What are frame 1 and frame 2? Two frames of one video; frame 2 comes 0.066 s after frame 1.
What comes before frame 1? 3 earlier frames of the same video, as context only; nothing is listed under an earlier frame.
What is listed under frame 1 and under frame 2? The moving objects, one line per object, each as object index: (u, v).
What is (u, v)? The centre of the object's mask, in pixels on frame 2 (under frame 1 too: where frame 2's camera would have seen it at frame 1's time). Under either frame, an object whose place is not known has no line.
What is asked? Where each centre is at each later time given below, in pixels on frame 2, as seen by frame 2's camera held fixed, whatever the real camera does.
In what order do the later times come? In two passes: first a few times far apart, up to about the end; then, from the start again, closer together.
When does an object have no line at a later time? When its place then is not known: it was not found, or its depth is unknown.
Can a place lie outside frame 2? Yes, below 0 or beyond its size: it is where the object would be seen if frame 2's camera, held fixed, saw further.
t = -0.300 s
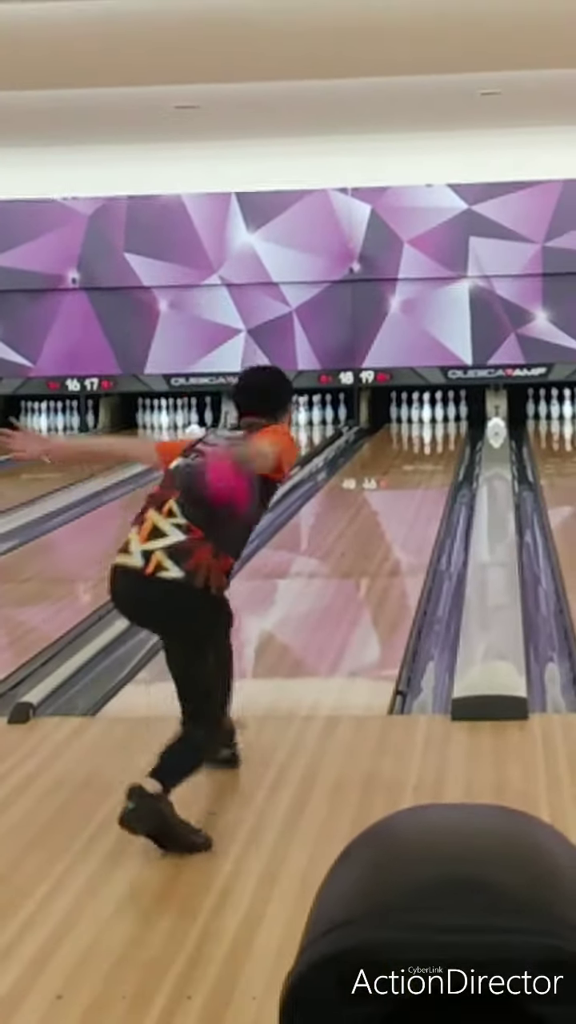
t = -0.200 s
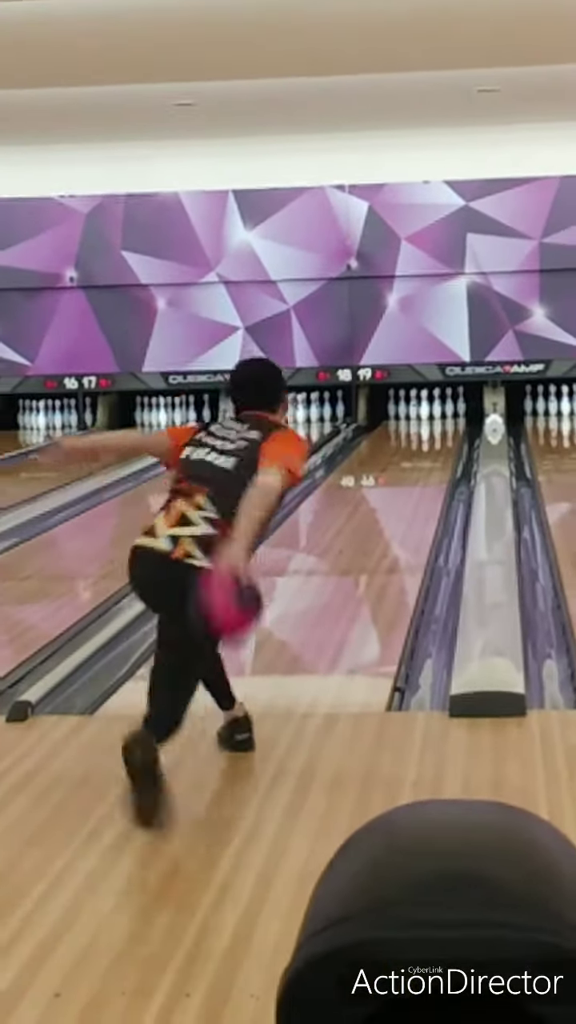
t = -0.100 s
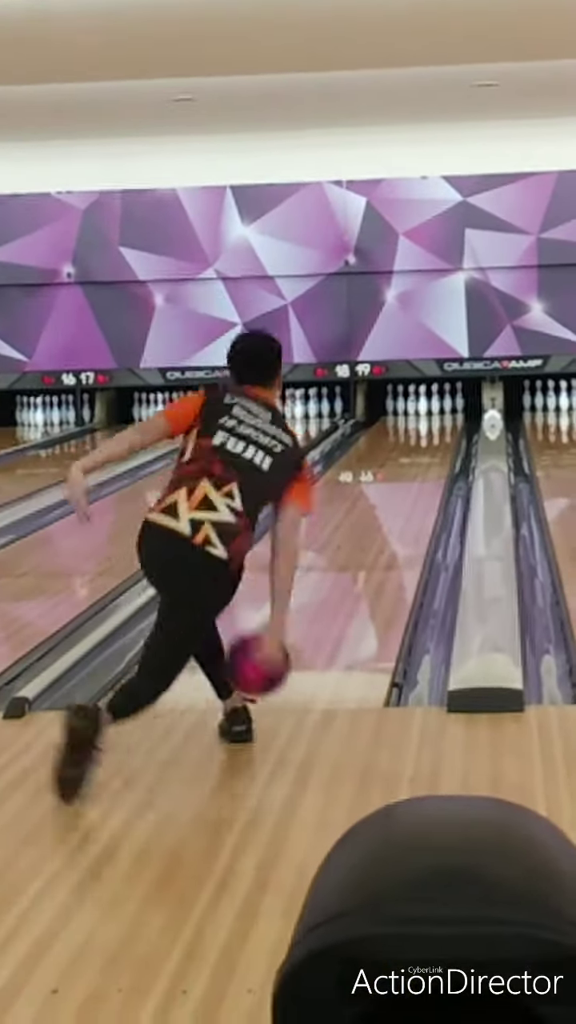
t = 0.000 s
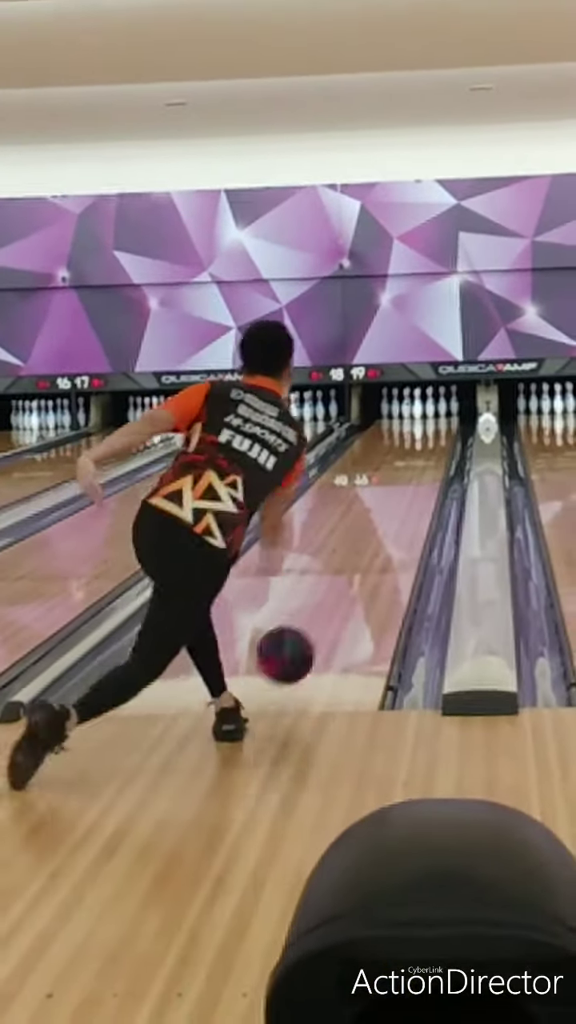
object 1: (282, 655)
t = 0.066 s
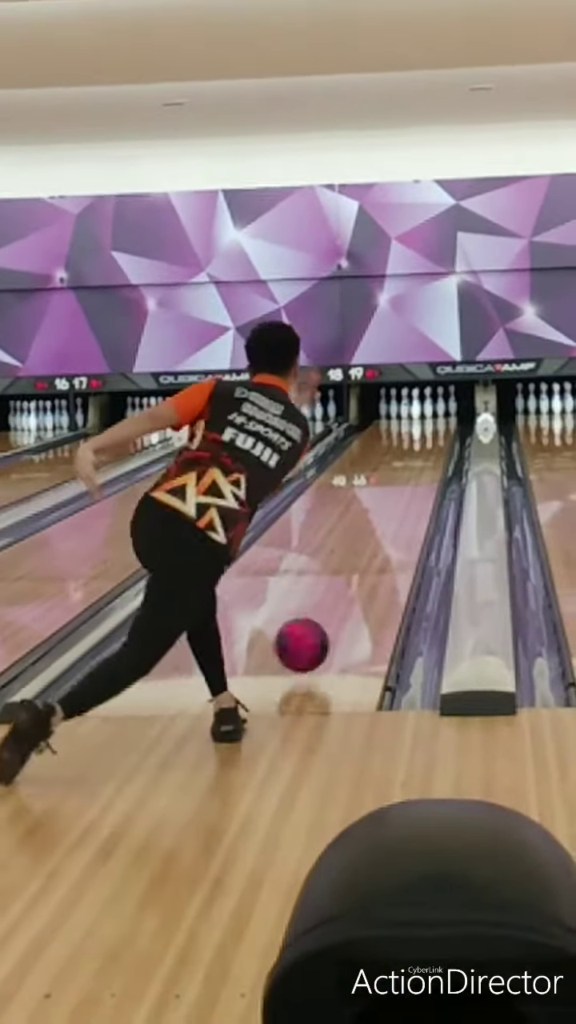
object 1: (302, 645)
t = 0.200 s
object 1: (331, 610)
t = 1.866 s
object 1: (429, 430)
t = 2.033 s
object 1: (425, 424)
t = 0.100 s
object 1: (310, 640)
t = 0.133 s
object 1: (317, 629)
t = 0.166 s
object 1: (324, 620)
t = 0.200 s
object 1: (331, 610)
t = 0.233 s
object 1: (337, 601)
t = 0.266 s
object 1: (343, 592)
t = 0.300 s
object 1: (348, 585)
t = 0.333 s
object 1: (353, 577)
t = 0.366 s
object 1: (357, 570)
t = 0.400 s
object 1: (362, 563)
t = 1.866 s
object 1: (429, 430)
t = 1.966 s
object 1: (428, 425)
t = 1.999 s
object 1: (426, 425)
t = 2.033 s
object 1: (425, 424)
